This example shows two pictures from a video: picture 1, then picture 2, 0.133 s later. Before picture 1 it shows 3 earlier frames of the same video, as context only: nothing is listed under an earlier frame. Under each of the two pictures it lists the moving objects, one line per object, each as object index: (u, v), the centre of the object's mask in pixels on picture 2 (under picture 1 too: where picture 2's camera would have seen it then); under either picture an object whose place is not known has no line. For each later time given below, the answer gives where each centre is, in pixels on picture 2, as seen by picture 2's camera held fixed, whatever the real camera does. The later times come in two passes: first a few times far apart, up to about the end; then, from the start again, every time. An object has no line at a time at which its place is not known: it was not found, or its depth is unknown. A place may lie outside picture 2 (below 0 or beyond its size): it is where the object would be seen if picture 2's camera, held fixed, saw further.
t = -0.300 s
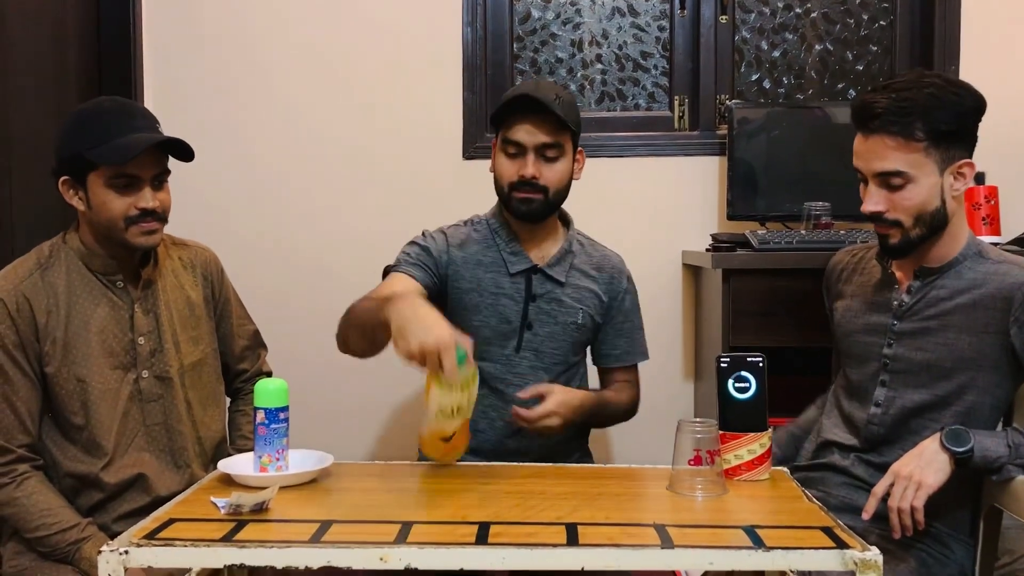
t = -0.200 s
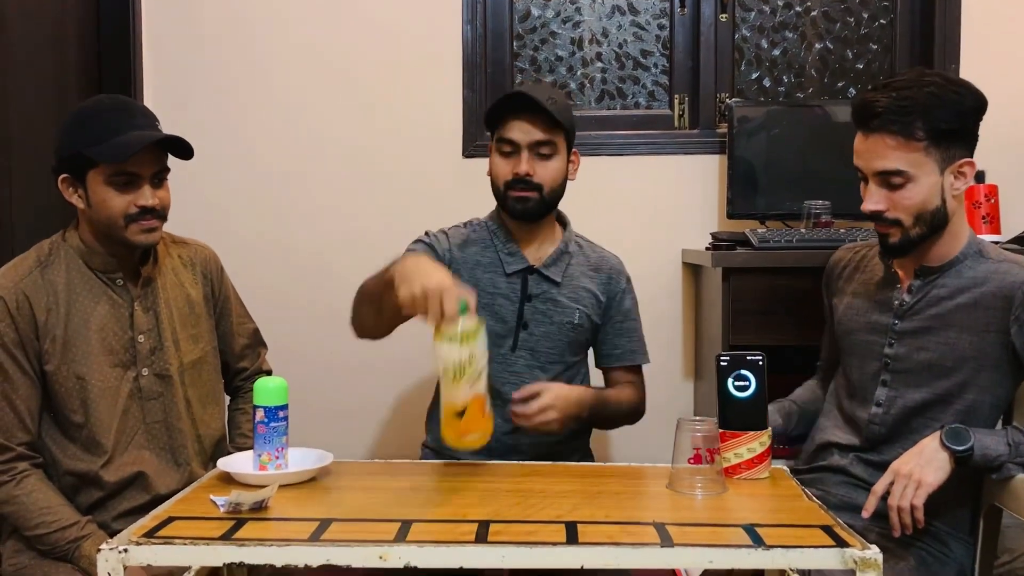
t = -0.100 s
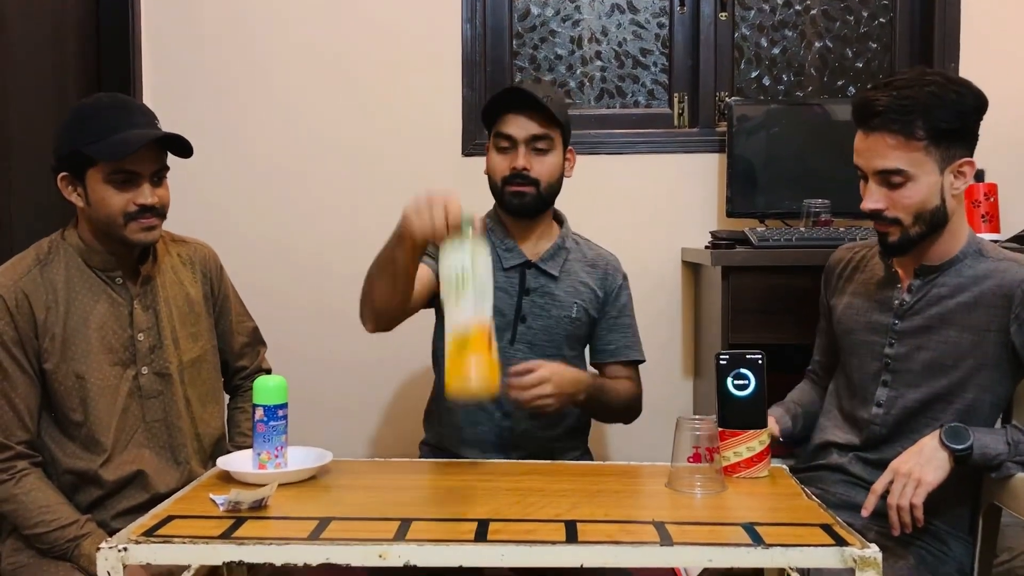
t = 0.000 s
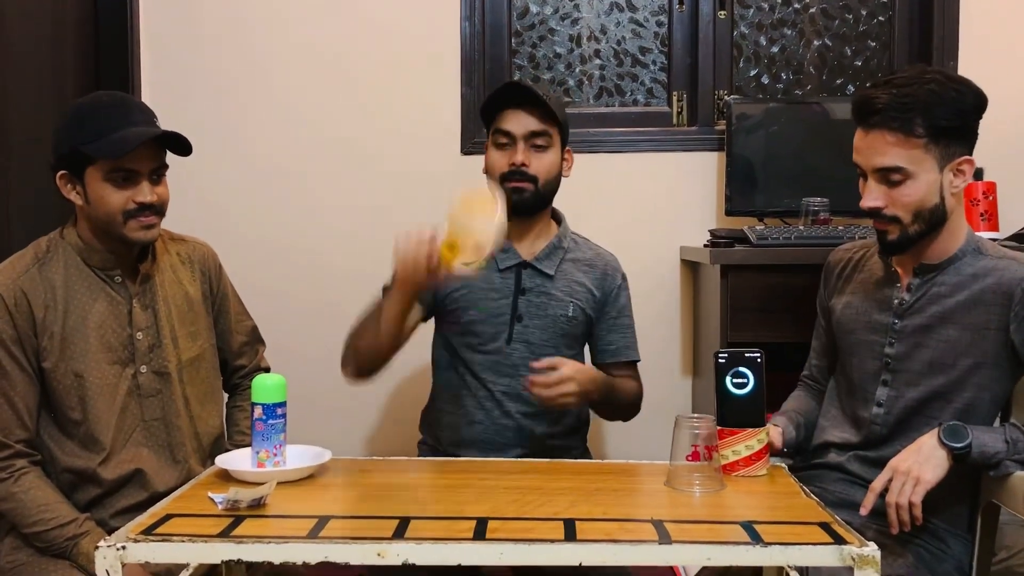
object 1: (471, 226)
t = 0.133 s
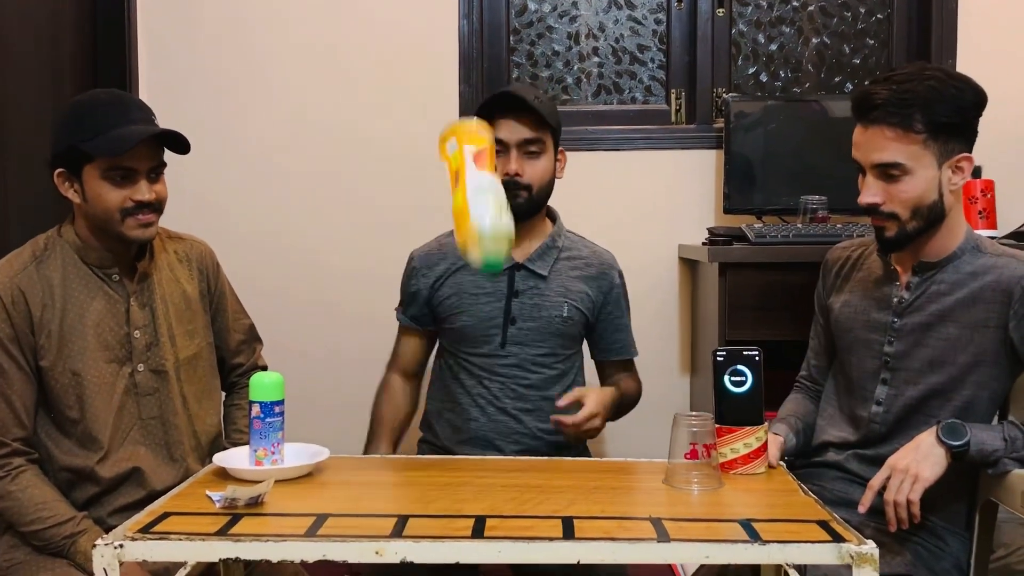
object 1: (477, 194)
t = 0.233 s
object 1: (475, 215)
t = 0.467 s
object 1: (488, 393)
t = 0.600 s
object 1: (509, 406)
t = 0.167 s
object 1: (478, 192)
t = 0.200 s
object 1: (476, 197)
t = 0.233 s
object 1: (475, 215)
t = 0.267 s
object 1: (474, 238)
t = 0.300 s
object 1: (471, 312)
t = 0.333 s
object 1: (470, 358)
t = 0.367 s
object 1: (473, 392)
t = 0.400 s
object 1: (479, 393)
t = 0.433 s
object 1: (481, 393)
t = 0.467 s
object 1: (488, 393)
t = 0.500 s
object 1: (492, 394)
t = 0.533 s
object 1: (497, 397)
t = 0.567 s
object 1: (503, 400)
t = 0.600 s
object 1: (509, 406)
